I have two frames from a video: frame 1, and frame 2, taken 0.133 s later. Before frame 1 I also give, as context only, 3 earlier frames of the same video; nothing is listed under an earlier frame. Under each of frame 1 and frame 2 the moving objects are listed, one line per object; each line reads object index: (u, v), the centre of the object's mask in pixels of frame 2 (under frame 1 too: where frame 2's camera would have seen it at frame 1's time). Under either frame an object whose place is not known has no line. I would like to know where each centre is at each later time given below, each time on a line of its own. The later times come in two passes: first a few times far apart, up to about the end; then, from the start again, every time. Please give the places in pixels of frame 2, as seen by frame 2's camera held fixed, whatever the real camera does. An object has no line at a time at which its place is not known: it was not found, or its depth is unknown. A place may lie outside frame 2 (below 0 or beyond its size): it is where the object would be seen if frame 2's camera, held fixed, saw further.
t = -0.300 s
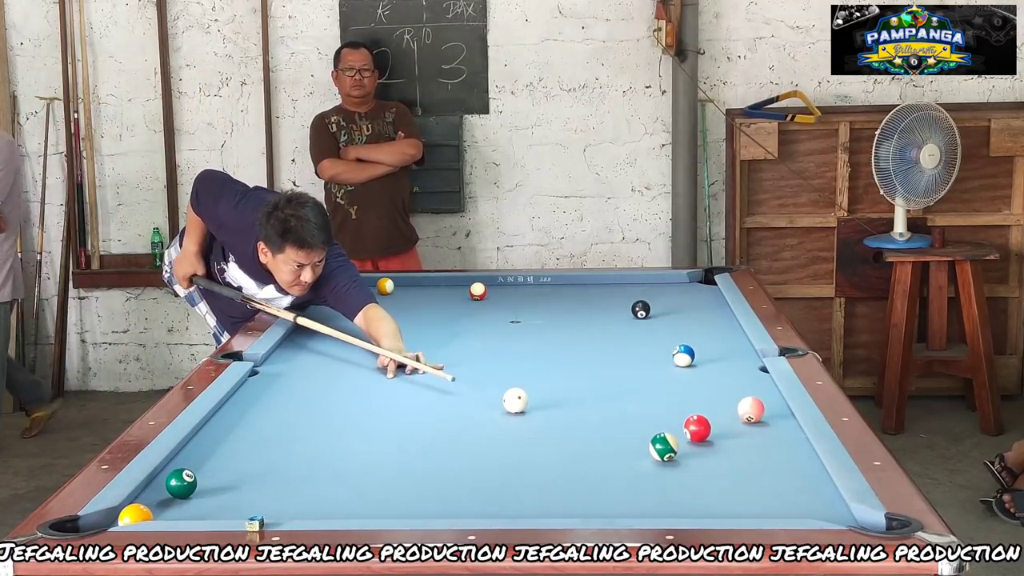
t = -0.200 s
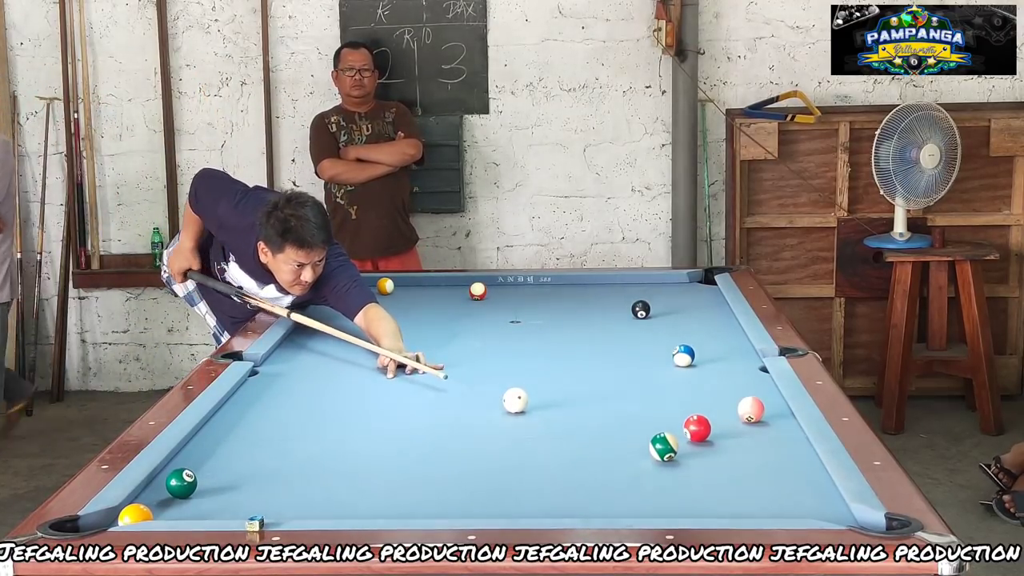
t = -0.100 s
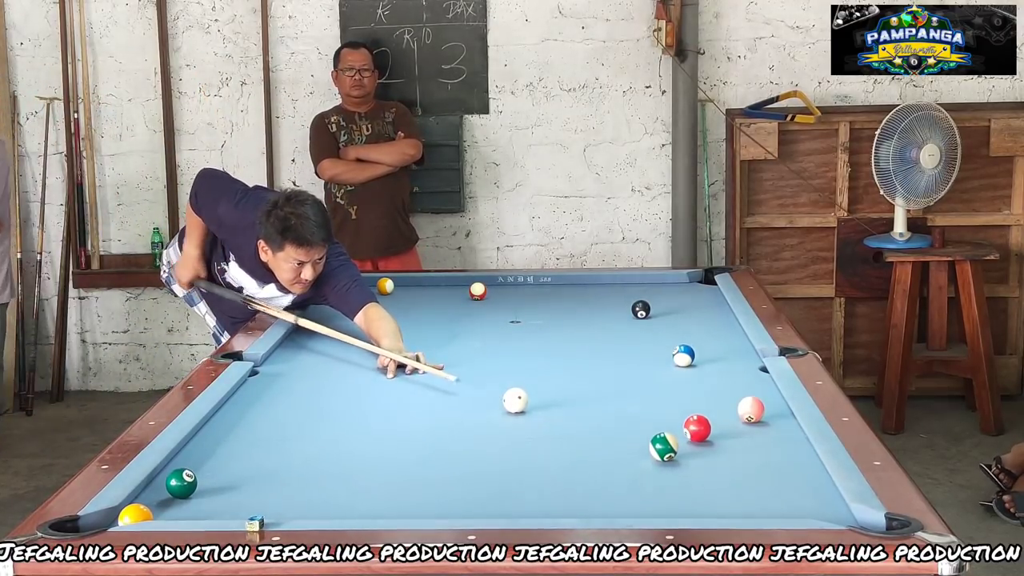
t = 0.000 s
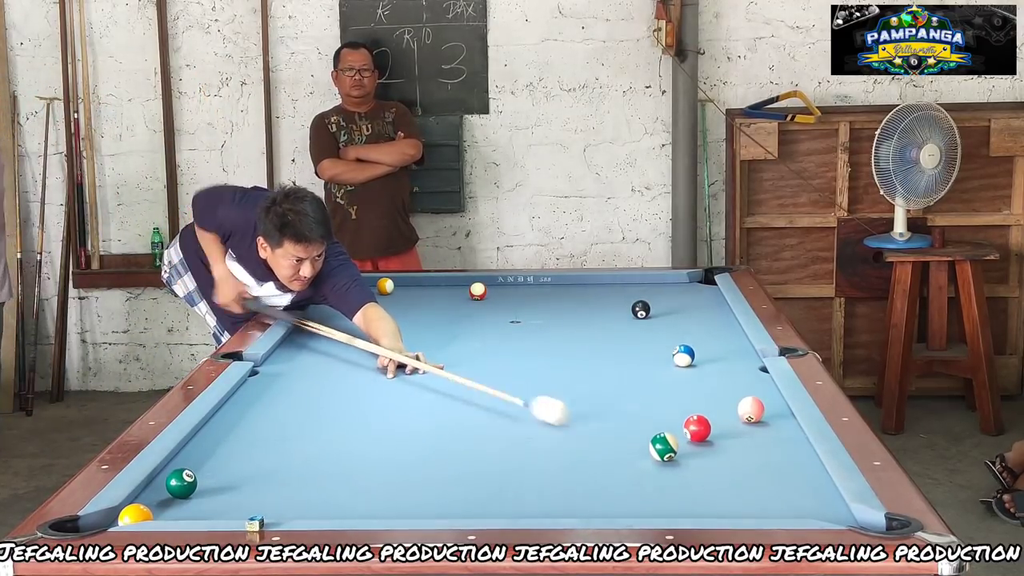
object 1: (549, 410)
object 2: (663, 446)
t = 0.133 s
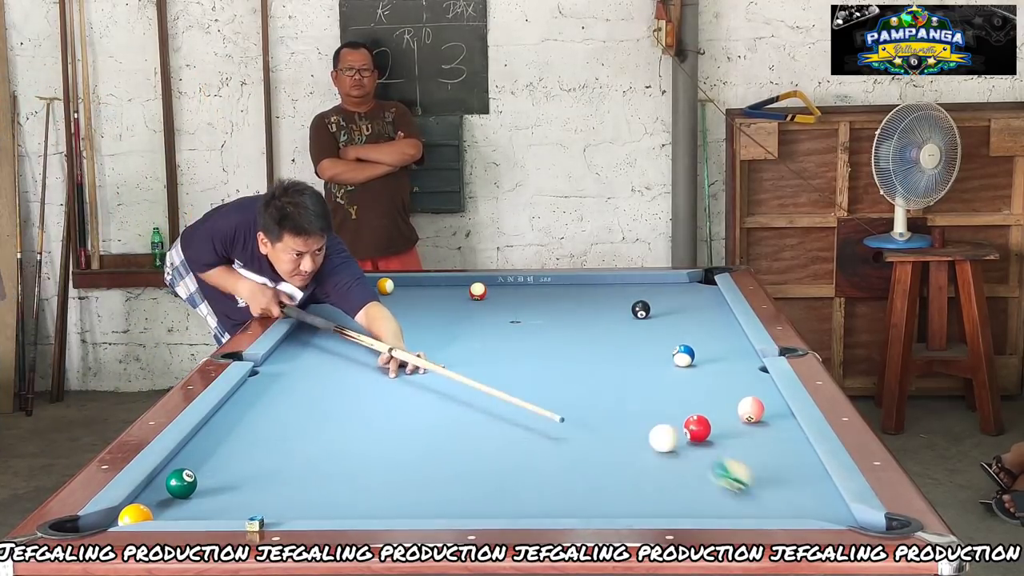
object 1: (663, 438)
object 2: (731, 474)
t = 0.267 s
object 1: (708, 438)
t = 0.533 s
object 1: (781, 456)
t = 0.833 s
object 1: (718, 496)
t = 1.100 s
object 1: (643, 507)
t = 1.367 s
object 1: (558, 491)
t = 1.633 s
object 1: (482, 475)
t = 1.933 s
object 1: (407, 458)
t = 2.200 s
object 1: (348, 445)
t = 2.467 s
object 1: (295, 434)
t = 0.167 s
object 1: (673, 438)
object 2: (775, 492)
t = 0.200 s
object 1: (685, 437)
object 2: (818, 508)
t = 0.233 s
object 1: (696, 438)
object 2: (865, 523)
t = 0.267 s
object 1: (708, 438)
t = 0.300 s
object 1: (721, 439)
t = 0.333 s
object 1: (735, 440)
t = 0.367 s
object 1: (750, 442)
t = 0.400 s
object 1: (767, 443)
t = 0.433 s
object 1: (784, 445)
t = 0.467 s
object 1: (798, 448)
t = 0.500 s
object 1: (790, 452)
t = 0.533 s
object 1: (781, 456)
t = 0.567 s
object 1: (773, 461)
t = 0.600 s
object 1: (766, 465)
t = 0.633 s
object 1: (760, 469)
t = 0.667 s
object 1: (753, 474)
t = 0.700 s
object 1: (746, 478)
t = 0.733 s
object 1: (740, 483)
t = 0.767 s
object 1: (732, 487)
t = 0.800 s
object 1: (725, 492)
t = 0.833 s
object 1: (718, 496)
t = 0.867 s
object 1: (711, 501)
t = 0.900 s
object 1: (703, 505)
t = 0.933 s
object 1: (696, 508)
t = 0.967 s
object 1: (688, 510)
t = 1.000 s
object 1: (678, 512)
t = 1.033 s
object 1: (666, 510)
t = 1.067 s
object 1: (654, 508)
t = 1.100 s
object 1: (643, 507)
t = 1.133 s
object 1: (631, 506)
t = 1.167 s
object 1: (620, 504)
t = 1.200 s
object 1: (610, 502)
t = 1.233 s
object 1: (599, 500)
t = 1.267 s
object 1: (588, 498)
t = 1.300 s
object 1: (578, 496)
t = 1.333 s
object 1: (568, 493)
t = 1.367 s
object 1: (558, 491)
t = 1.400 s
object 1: (548, 489)
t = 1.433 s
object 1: (538, 487)
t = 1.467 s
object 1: (528, 485)
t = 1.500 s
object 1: (519, 483)
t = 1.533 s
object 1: (509, 481)
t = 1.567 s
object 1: (500, 479)
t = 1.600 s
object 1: (491, 477)
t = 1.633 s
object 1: (482, 475)
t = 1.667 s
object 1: (473, 473)
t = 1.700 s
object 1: (464, 471)
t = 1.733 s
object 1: (456, 469)
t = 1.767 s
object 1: (448, 467)
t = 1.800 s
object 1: (439, 465)
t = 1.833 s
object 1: (431, 464)
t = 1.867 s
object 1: (423, 462)
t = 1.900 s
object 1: (414, 460)
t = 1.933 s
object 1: (407, 458)
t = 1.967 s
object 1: (399, 457)
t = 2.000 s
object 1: (392, 455)
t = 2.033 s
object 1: (384, 453)
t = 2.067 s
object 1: (376, 452)
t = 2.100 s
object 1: (369, 450)
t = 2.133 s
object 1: (362, 448)
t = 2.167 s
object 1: (355, 447)
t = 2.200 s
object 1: (348, 445)
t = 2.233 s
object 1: (341, 444)
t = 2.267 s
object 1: (334, 442)
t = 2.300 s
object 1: (327, 441)
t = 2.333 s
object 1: (321, 439)
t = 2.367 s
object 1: (314, 438)
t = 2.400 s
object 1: (307, 437)
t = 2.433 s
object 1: (301, 435)
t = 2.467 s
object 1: (295, 434)
